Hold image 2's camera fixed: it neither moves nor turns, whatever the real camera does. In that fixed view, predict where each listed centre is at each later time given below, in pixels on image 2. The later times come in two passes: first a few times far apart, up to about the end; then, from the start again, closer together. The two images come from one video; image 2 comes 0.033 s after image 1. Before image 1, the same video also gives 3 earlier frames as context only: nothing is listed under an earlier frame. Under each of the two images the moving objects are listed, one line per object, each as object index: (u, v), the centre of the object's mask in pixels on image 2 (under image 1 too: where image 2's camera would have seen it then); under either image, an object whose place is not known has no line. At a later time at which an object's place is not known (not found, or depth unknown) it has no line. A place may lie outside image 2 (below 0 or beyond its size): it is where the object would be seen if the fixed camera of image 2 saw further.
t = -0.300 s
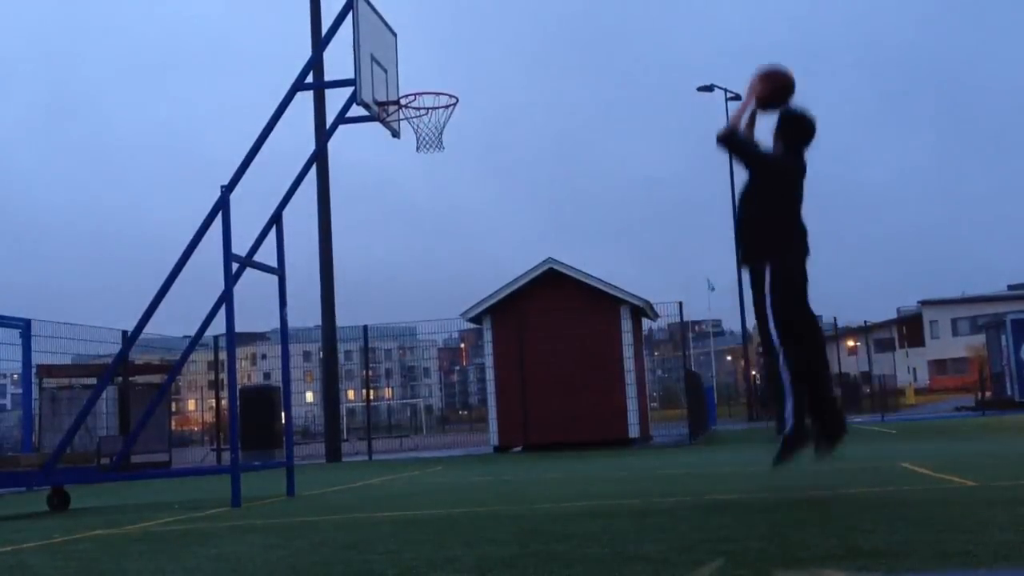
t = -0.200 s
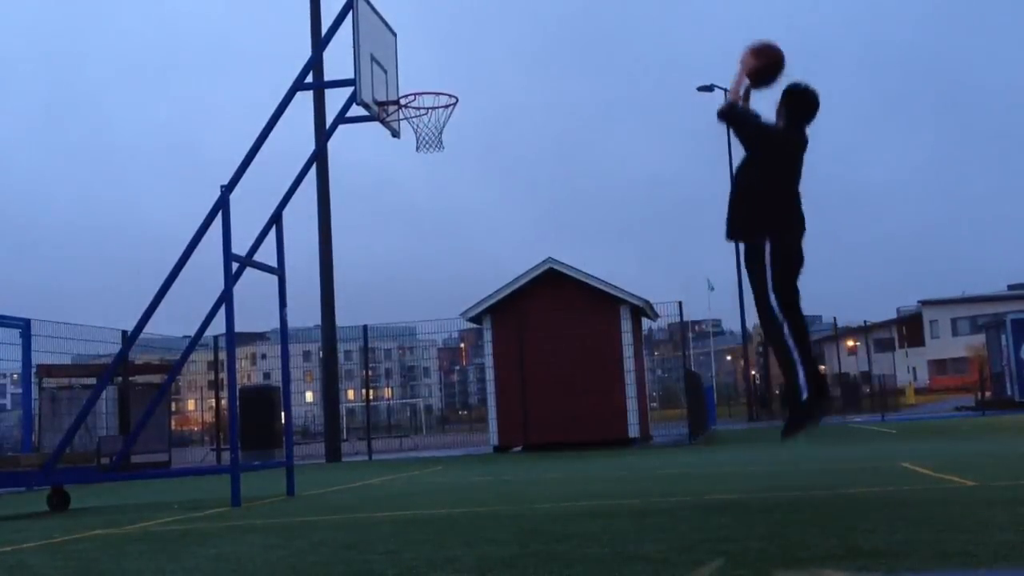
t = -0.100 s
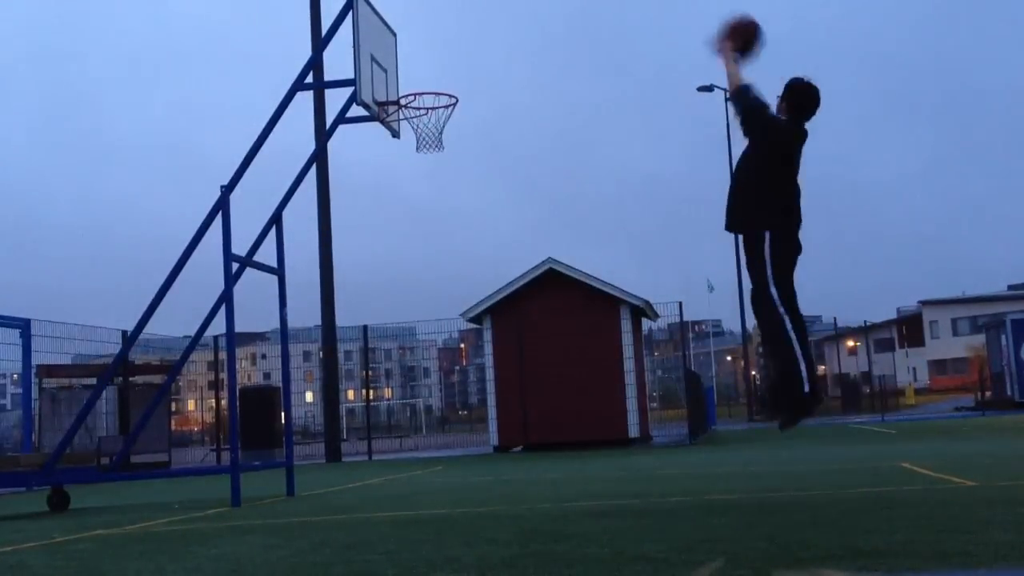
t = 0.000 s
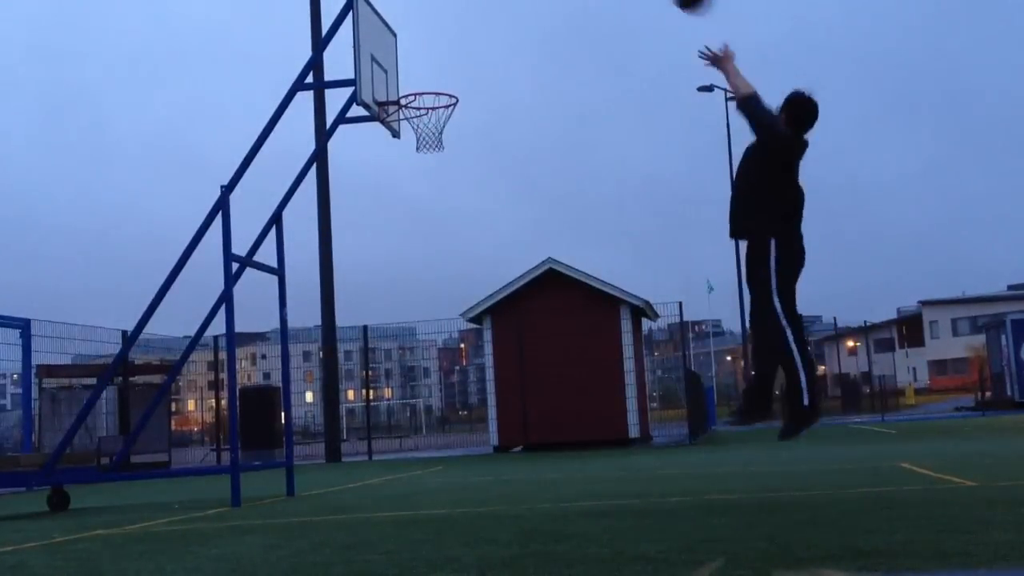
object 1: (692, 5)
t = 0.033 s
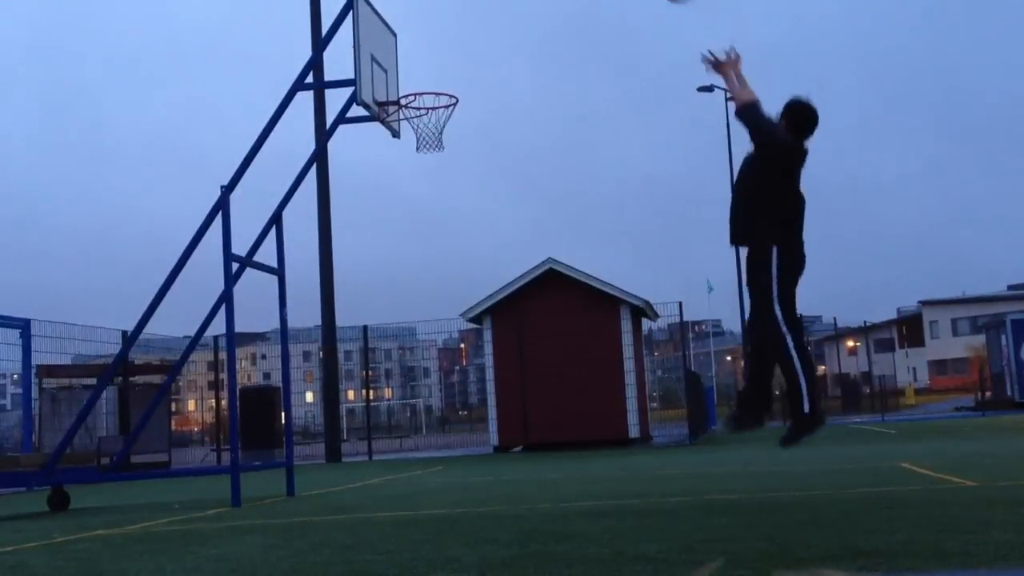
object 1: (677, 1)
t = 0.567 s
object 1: (464, 23)
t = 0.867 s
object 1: (429, 159)
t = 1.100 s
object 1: (463, 283)
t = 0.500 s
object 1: (485, 7)
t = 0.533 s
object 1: (475, 13)
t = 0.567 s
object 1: (464, 23)
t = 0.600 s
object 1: (455, 37)
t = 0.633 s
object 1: (444, 52)
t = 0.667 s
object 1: (435, 69)
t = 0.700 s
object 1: (426, 84)
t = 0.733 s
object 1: (416, 106)
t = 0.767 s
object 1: (415, 124)
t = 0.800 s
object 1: (420, 136)
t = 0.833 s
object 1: (425, 148)
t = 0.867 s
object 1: (429, 159)
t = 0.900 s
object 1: (434, 173)
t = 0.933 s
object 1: (439, 188)
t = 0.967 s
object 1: (443, 205)
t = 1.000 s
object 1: (448, 222)
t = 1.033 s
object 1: (453, 241)
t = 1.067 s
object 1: (458, 262)
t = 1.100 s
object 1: (463, 283)
